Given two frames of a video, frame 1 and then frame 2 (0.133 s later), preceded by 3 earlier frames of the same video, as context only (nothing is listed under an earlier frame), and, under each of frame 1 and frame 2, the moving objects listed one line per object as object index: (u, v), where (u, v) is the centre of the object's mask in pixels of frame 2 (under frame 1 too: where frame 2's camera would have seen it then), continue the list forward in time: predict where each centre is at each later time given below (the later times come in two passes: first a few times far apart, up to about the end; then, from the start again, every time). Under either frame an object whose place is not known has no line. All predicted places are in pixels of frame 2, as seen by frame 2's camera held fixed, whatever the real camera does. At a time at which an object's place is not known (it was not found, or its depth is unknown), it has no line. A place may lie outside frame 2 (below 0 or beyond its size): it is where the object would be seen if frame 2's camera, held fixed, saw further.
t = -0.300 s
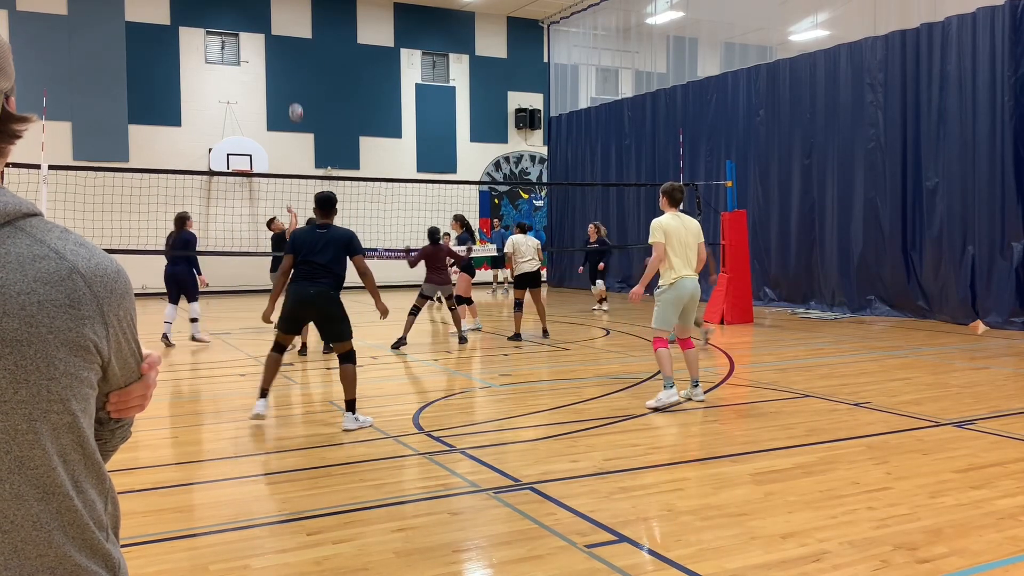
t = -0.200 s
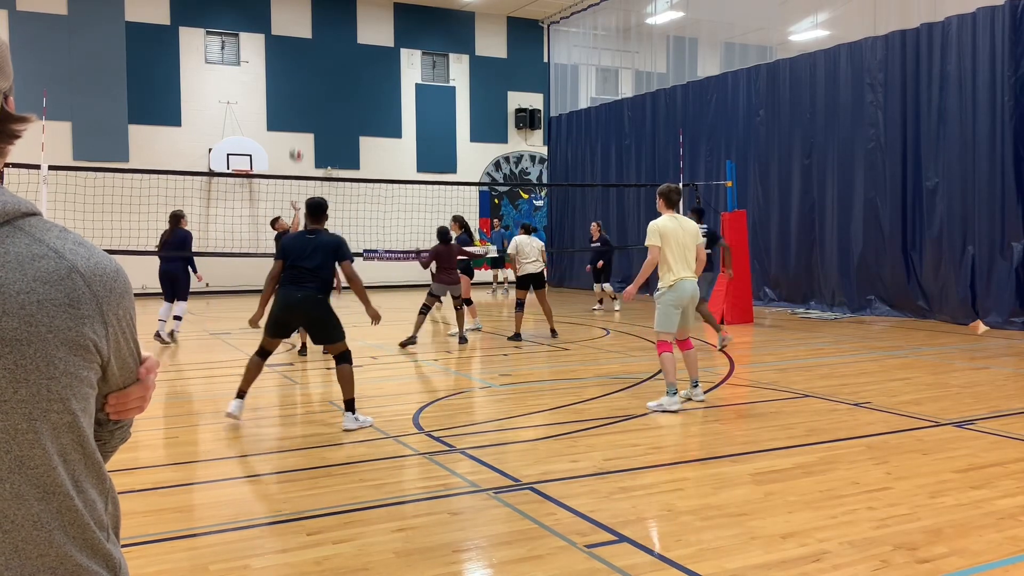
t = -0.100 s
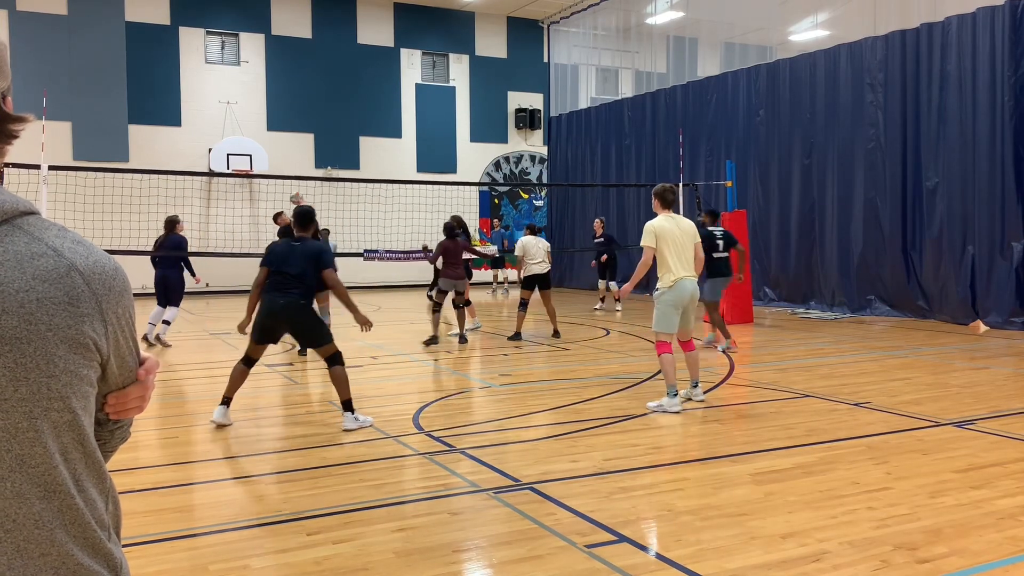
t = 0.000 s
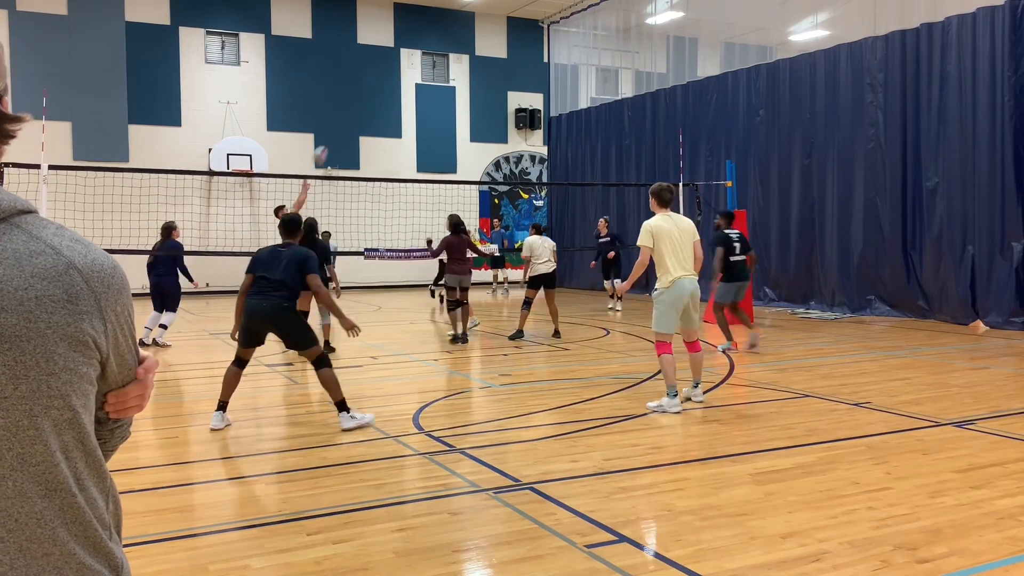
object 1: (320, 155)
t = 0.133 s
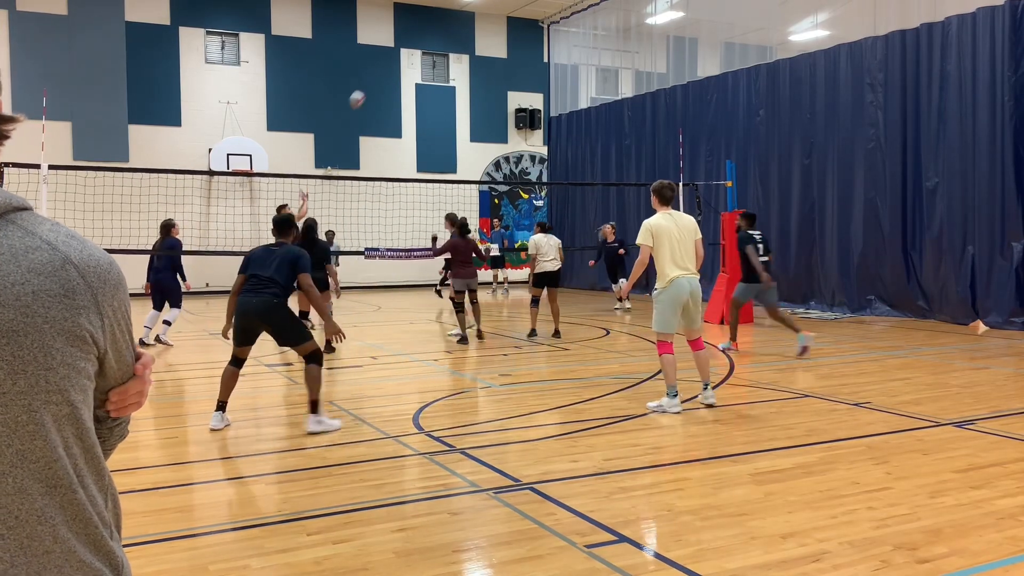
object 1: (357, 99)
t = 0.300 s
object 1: (401, 48)
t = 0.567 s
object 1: (467, 9)
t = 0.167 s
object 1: (366, 88)
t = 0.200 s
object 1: (375, 77)
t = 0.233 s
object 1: (384, 66)
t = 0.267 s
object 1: (392, 57)
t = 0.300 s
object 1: (401, 48)
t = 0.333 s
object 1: (410, 41)
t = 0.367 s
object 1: (418, 34)
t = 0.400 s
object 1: (426, 28)
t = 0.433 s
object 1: (435, 23)
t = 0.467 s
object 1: (443, 18)
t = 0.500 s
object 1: (452, 15)
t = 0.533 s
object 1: (459, 12)
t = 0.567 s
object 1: (467, 9)
